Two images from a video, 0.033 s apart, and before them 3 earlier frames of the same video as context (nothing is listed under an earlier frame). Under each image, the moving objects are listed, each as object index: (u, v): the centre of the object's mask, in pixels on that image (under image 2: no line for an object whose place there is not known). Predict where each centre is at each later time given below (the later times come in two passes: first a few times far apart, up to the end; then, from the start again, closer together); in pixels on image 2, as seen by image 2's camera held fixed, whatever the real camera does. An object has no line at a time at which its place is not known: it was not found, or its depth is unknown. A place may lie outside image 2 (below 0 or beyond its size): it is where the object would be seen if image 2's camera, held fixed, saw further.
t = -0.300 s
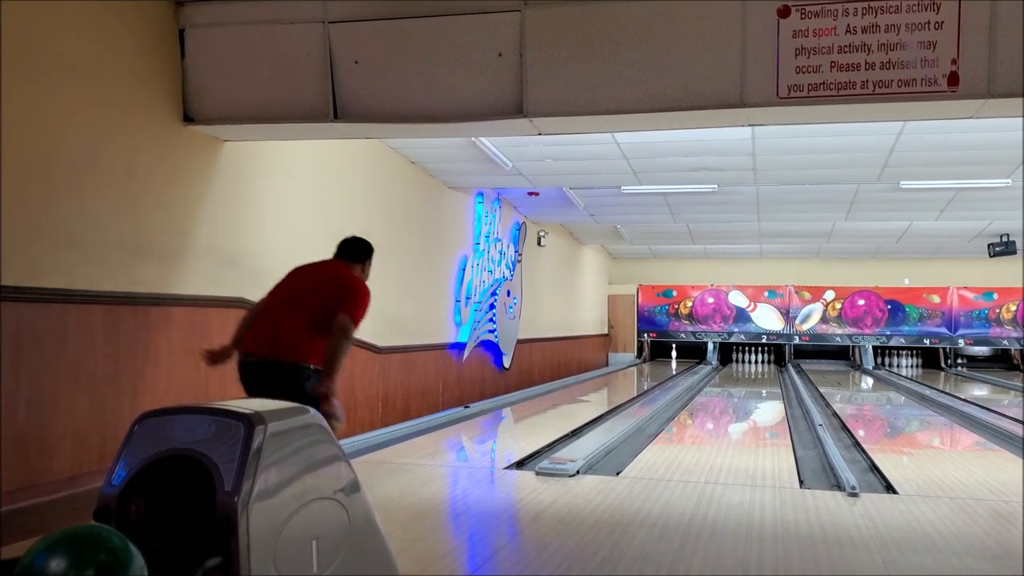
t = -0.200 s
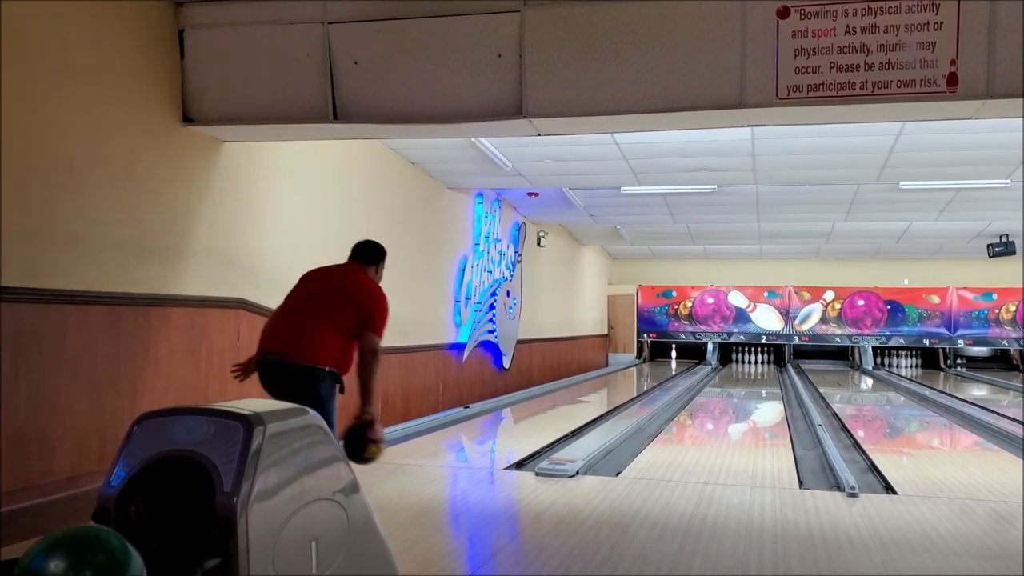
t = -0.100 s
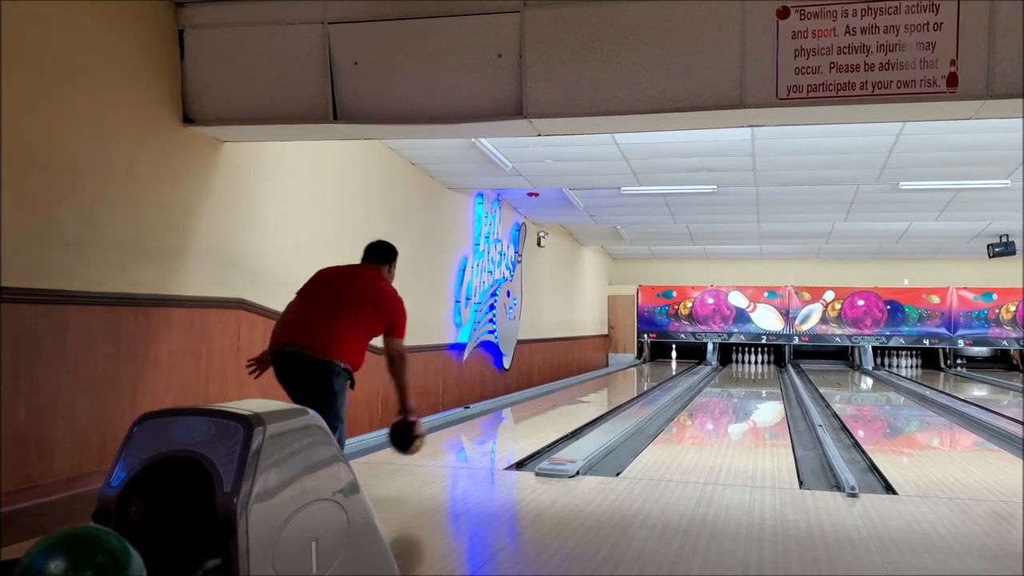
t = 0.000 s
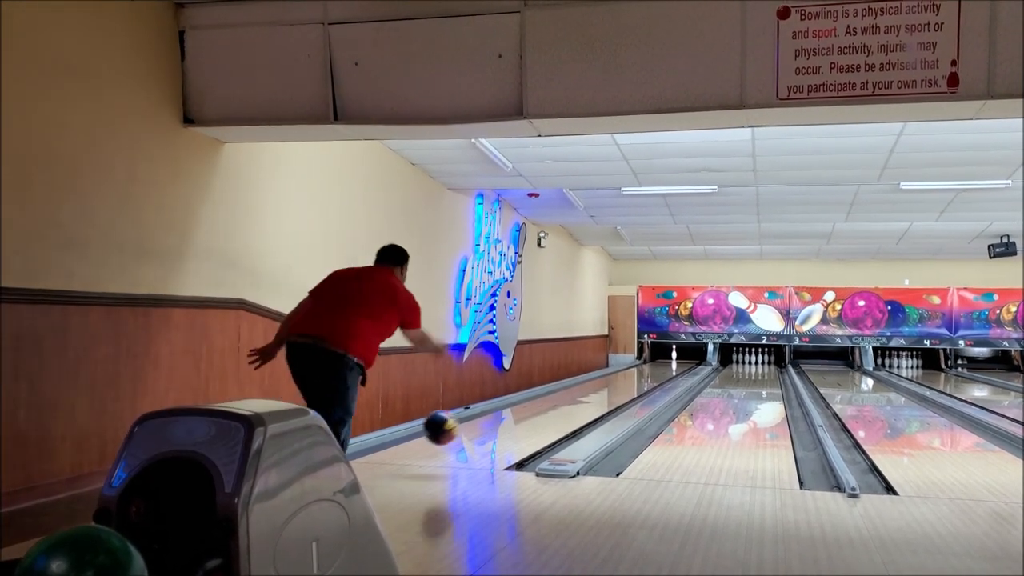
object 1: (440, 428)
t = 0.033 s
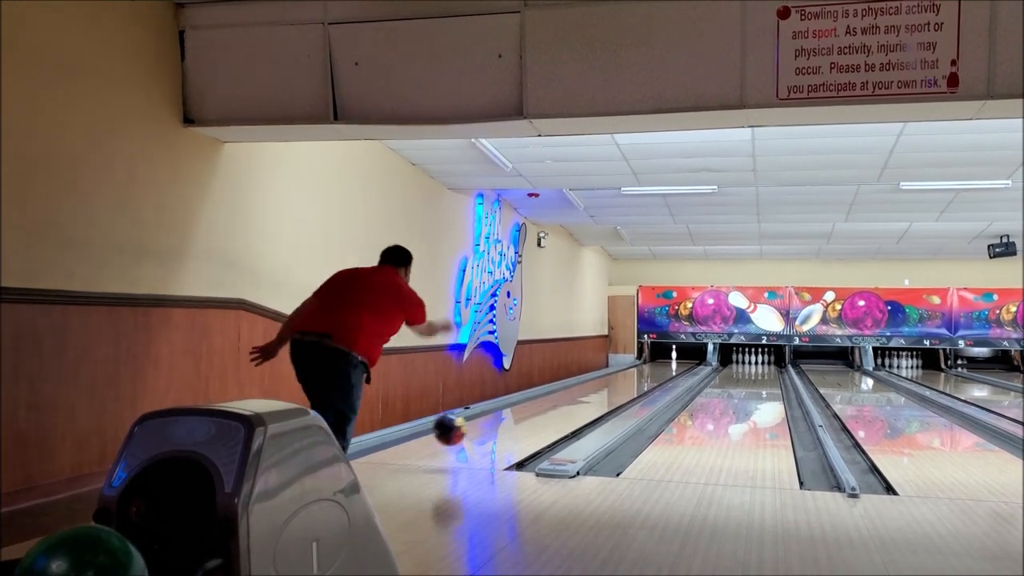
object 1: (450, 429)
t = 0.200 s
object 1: (488, 434)
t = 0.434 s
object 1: (525, 415)
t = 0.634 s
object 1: (548, 403)
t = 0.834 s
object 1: (569, 394)
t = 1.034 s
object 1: (582, 387)
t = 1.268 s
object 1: (596, 380)
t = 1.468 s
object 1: (605, 376)
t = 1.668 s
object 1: (613, 371)
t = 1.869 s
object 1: (619, 369)
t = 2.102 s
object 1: (626, 365)
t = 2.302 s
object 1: (630, 364)
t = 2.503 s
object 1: (633, 363)
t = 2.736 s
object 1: (641, 361)
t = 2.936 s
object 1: (647, 359)
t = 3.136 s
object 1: (652, 356)
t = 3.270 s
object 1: (656, 356)
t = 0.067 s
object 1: (458, 432)
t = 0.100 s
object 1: (467, 436)
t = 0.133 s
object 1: (474, 441)
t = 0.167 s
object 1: (481, 437)
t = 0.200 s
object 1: (488, 434)
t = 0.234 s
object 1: (494, 431)
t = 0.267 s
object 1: (500, 428)
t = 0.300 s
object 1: (506, 425)
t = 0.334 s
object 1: (511, 422)
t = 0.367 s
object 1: (516, 420)
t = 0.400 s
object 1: (521, 417)
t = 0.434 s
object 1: (525, 415)
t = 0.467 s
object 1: (530, 413)
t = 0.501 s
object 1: (534, 411)
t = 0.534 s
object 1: (537, 409)
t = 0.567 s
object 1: (541, 406)
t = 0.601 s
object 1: (545, 405)
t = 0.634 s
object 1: (548, 403)
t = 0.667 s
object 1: (551, 402)
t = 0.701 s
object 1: (554, 401)
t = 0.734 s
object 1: (558, 399)
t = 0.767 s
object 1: (561, 397)
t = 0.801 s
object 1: (564, 396)
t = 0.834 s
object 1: (569, 394)
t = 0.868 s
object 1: (572, 393)
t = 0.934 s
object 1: (576, 390)
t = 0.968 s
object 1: (578, 389)
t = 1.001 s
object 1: (580, 388)
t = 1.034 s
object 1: (582, 387)
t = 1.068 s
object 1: (586, 386)
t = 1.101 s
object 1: (587, 385)
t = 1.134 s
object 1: (589, 384)
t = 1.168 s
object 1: (590, 383)
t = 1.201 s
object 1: (592, 382)
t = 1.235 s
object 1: (594, 381)
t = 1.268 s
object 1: (596, 380)
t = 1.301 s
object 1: (597, 380)
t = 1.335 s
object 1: (599, 379)
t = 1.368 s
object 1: (600, 378)
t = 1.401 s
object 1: (602, 377)
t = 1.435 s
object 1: (604, 376)
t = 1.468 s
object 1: (605, 376)
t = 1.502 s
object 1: (606, 375)
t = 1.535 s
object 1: (608, 375)
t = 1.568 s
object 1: (609, 374)
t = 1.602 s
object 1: (610, 373)
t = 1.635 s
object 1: (611, 372)
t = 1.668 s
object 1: (613, 371)
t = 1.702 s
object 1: (613, 371)
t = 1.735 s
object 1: (615, 370)
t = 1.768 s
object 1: (616, 370)
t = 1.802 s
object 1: (617, 370)
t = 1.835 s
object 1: (618, 369)
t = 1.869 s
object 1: (619, 369)
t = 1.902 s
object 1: (620, 368)
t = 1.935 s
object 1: (621, 368)
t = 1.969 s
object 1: (622, 367)
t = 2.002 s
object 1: (623, 367)
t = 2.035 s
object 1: (624, 366)
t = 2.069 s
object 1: (625, 366)
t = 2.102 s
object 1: (626, 365)
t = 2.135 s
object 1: (626, 365)
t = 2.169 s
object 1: (627, 365)
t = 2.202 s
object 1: (628, 364)
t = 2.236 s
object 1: (629, 364)
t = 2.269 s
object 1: (630, 364)
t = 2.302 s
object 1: (630, 364)
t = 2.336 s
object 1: (630, 364)
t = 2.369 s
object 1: (631, 364)
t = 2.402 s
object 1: (631, 364)
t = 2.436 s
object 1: (631, 364)
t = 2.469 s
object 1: (632, 364)
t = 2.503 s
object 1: (633, 363)
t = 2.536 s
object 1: (635, 363)
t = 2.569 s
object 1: (636, 362)
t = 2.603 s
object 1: (637, 362)
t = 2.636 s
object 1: (638, 362)
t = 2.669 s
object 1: (639, 361)
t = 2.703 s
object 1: (639, 361)
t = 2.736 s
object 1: (641, 361)
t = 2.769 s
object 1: (643, 360)
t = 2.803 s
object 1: (643, 360)
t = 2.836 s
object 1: (644, 360)
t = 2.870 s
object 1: (647, 359)
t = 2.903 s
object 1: (646, 360)
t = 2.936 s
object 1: (647, 359)
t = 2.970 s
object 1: (647, 359)
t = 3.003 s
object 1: (648, 359)
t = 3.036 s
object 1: (649, 359)
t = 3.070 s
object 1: (650, 357)
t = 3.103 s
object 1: (651, 357)
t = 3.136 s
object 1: (652, 356)
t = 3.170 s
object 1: (654, 355)
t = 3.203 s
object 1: (654, 355)
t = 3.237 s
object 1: (654, 355)
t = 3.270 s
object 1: (656, 356)
